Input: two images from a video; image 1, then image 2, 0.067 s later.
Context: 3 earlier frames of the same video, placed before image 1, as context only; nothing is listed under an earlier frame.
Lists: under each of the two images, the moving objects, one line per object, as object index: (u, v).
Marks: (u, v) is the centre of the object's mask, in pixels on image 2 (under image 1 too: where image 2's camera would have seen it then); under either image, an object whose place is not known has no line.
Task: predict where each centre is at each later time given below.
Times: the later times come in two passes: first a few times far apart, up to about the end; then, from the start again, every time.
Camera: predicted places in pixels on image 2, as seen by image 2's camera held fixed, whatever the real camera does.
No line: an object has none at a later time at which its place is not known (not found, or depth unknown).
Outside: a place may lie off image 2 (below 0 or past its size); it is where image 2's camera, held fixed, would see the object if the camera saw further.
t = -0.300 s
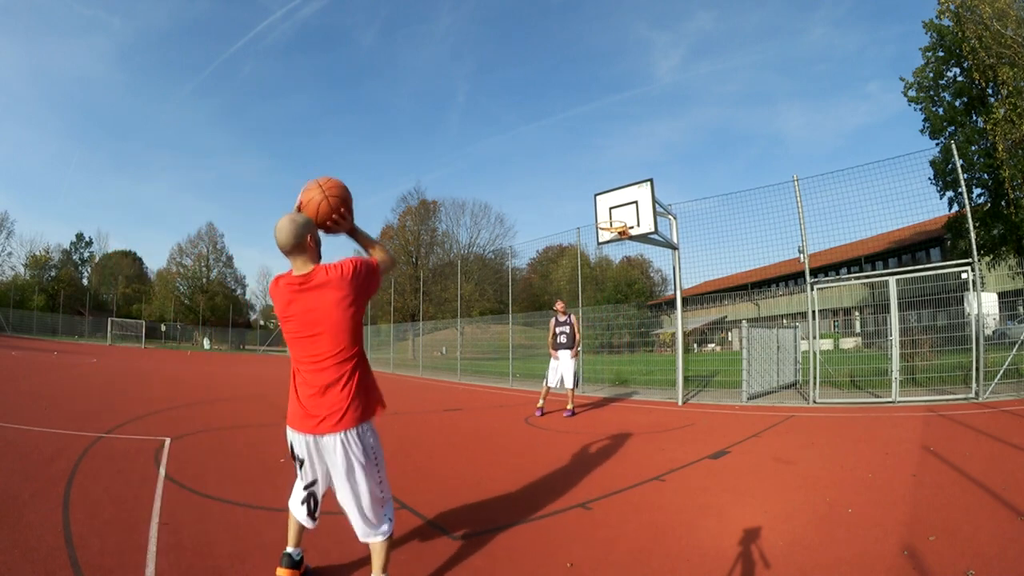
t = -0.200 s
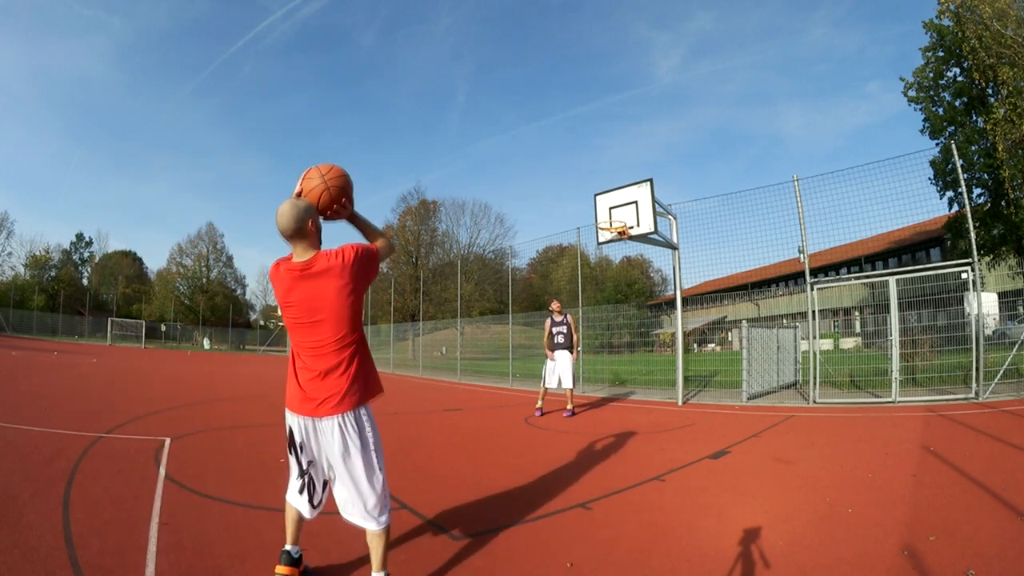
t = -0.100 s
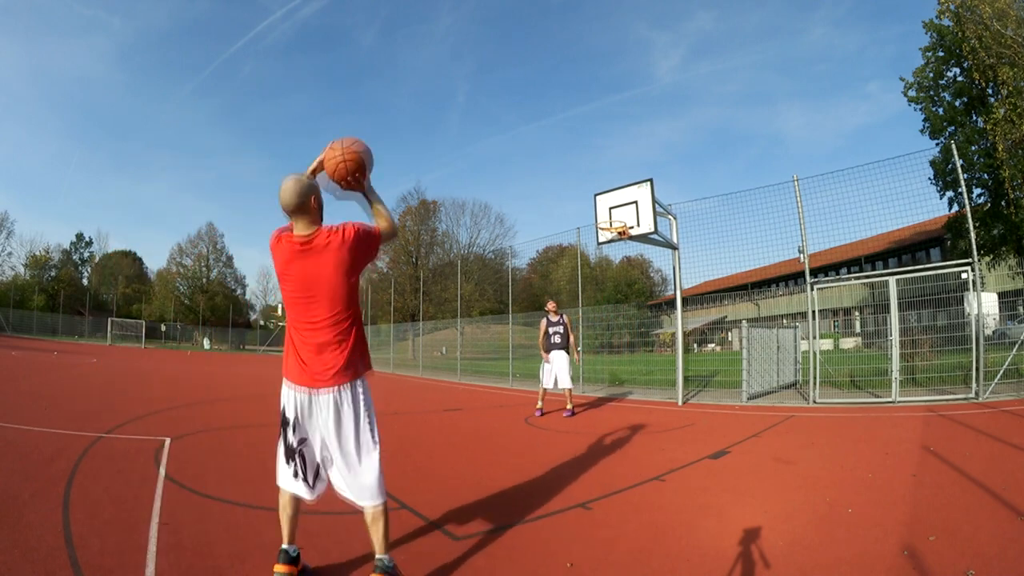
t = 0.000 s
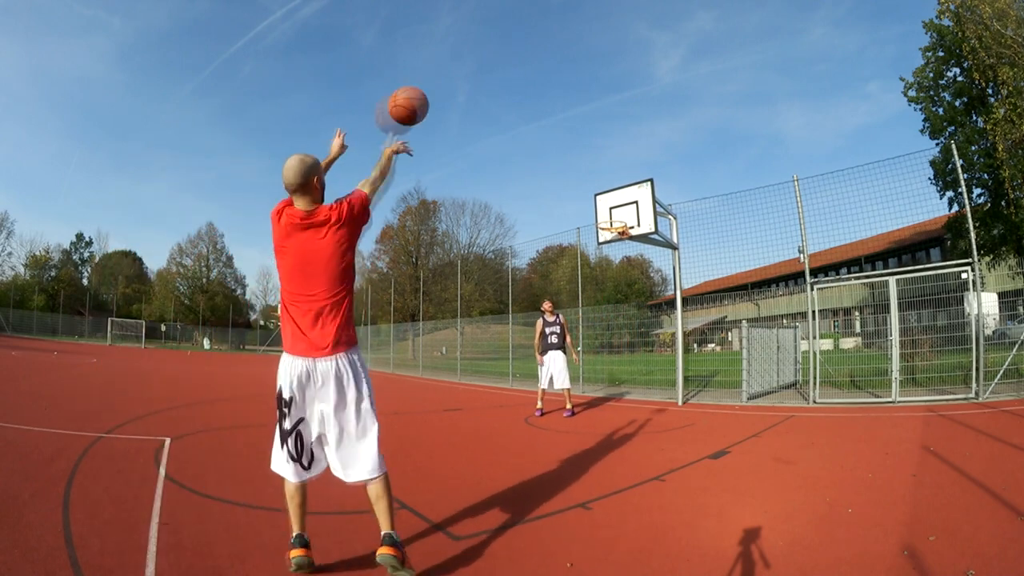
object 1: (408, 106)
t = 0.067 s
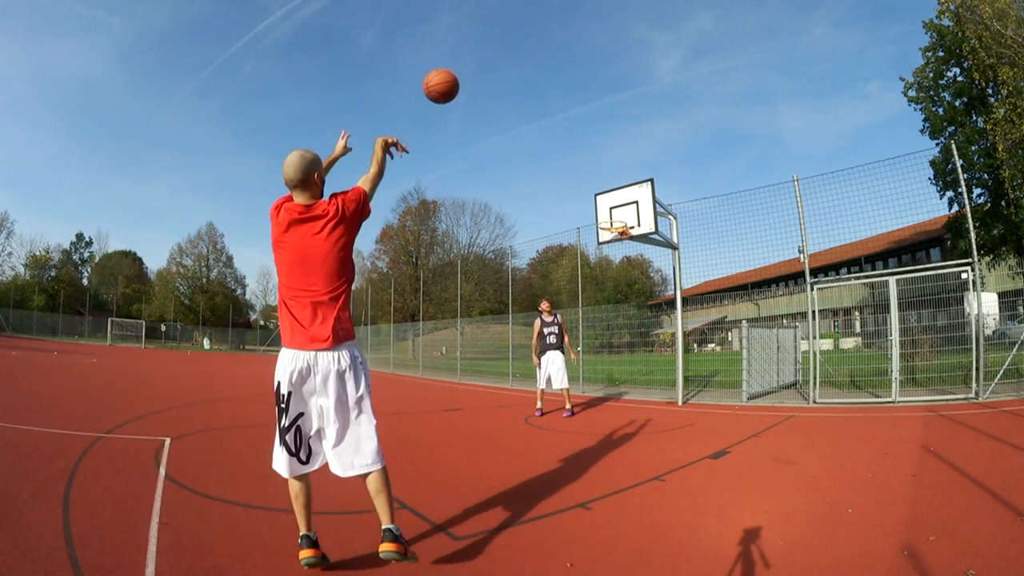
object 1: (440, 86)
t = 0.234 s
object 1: (501, 70)
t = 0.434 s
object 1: (544, 85)
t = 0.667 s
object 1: (578, 130)
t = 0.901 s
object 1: (603, 196)
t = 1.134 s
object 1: (608, 243)
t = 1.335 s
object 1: (604, 273)
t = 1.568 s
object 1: (597, 347)
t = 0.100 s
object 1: (458, 78)
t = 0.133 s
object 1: (469, 74)
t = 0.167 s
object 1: (480, 72)
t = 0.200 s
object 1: (492, 70)
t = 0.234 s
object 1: (501, 70)
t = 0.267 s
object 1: (509, 70)
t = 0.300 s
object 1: (517, 72)
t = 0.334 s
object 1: (525, 74)
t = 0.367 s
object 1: (531, 77)
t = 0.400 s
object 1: (538, 81)
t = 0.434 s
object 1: (544, 85)
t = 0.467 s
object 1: (549, 90)
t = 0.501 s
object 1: (555, 96)
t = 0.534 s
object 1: (560, 101)
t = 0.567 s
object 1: (565, 108)
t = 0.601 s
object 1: (570, 115)
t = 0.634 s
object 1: (574, 123)
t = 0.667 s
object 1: (578, 130)
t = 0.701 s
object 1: (582, 139)
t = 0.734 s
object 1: (586, 147)
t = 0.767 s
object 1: (590, 156)
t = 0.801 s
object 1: (593, 166)
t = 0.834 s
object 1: (597, 175)
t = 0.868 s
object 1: (600, 184)
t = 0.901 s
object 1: (603, 196)
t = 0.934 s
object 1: (606, 206)
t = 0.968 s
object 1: (609, 216)
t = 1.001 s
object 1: (612, 228)
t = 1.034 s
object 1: (611, 234)
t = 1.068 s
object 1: (610, 237)
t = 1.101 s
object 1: (608, 240)
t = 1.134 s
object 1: (608, 243)
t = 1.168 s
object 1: (608, 246)
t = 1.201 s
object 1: (606, 250)
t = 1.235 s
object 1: (606, 254)
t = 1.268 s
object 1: (605, 259)
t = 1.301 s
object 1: (604, 265)
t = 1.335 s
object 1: (604, 273)
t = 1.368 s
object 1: (603, 280)
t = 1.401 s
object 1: (602, 290)
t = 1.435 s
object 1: (602, 298)
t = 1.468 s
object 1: (600, 309)
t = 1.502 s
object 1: (599, 323)
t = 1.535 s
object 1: (599, 332)
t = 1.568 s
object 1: (597, 347)
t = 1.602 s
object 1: (597, 364)
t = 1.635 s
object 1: (596, 378)
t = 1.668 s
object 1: (595, 391)
